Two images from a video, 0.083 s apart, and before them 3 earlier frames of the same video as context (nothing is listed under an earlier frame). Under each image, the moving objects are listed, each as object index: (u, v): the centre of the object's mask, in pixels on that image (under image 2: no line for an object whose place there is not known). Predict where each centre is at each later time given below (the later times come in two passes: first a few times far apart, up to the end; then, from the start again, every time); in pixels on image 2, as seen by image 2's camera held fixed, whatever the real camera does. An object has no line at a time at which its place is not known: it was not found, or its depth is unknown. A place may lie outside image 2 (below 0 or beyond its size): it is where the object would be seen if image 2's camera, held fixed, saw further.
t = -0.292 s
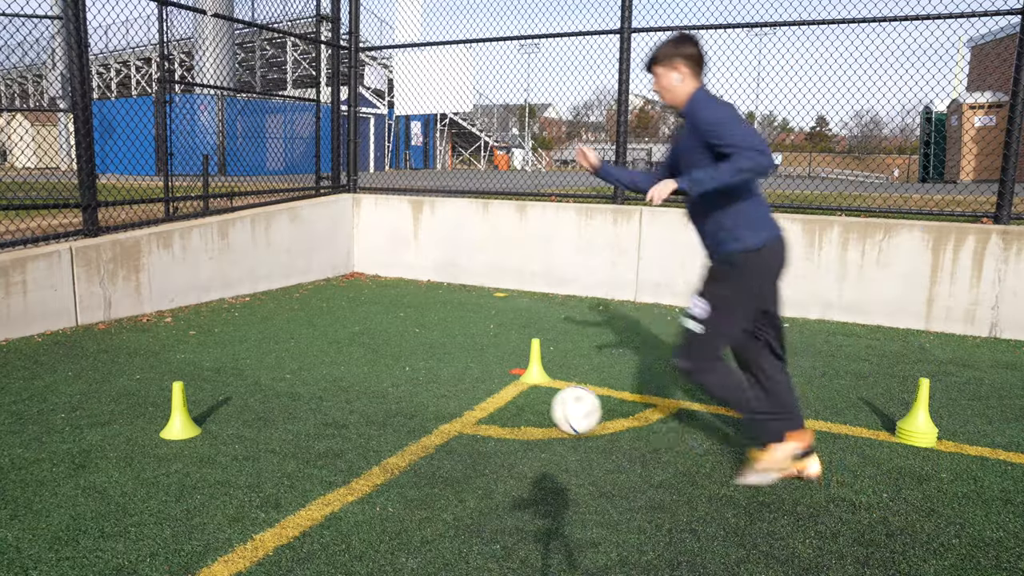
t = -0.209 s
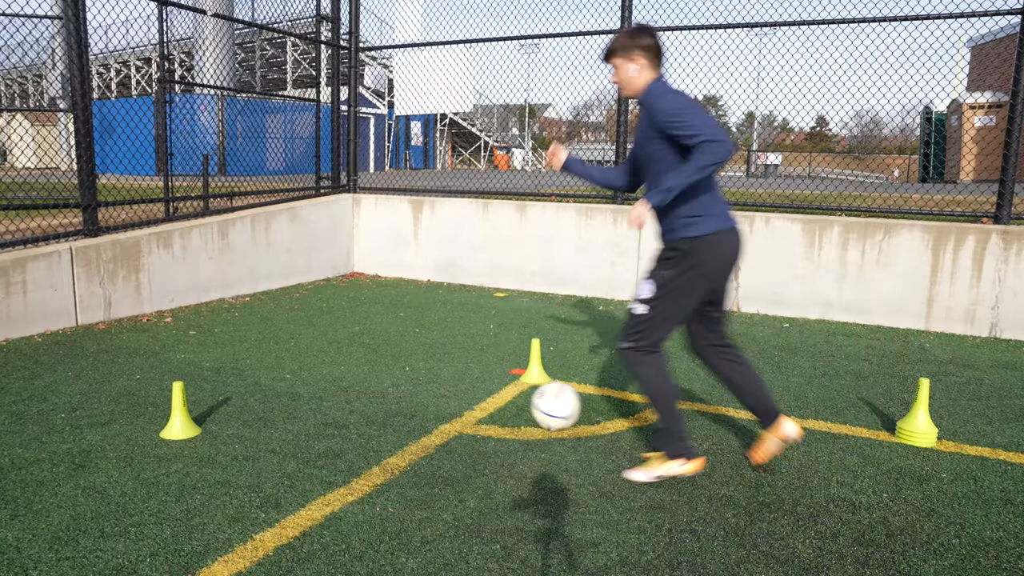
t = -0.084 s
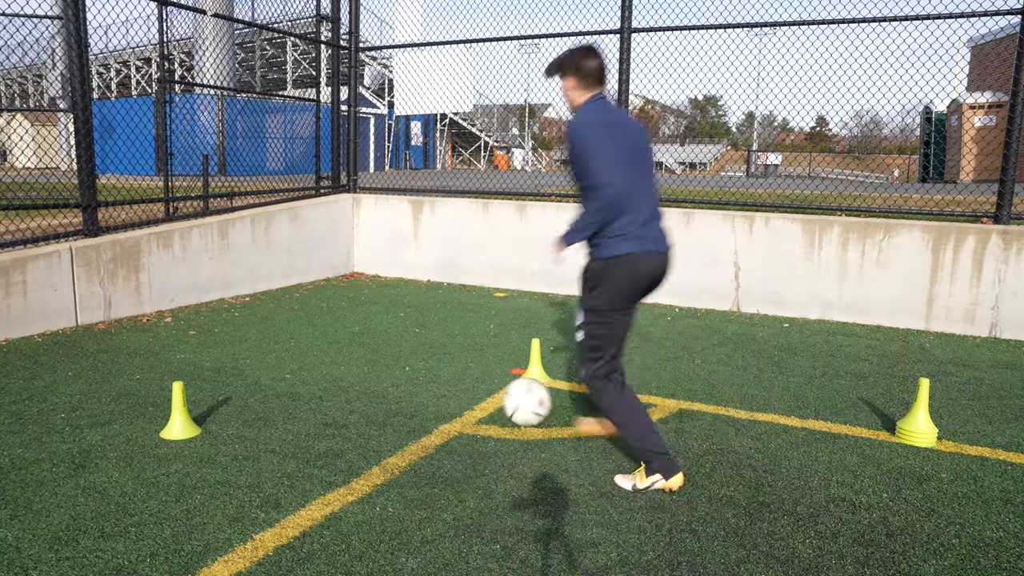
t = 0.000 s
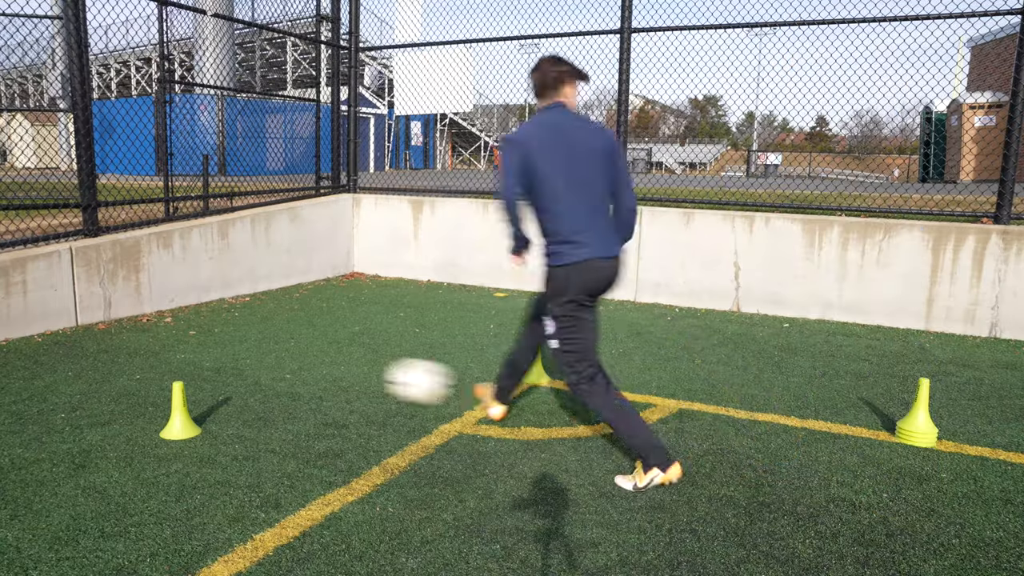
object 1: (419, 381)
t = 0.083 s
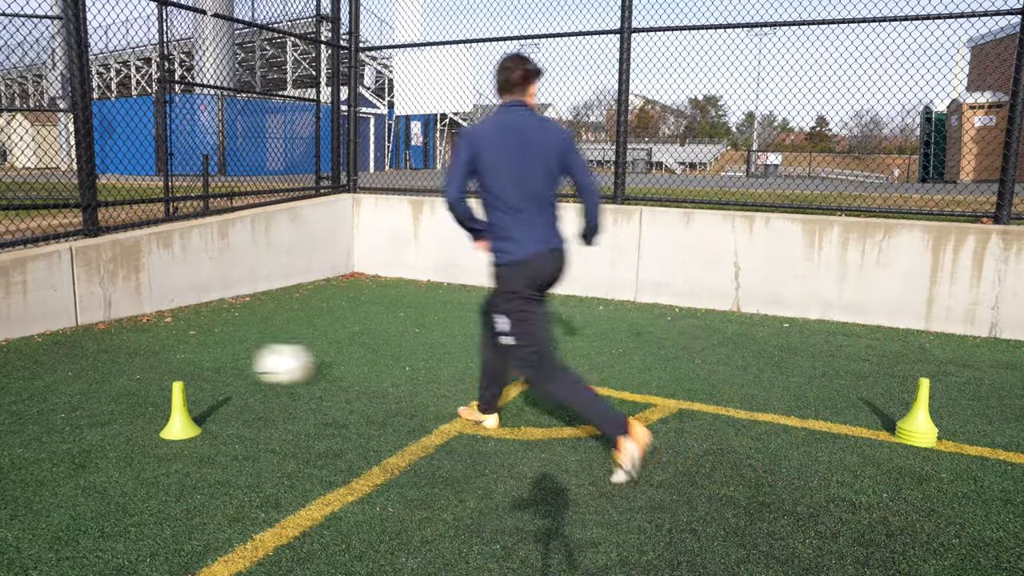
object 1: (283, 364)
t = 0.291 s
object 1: (49, 330)
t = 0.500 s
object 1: (139, 347)
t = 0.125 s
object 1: (226, 358)
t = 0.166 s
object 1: (176, 348)
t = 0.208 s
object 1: (130, 342)
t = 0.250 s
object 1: (88, 338)
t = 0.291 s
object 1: (49, 330)
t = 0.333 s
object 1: (27, 325)
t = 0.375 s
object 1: (51, 326)
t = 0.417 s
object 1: (79, 331)
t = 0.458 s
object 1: (109, 338)
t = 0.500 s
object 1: (139, 347)
